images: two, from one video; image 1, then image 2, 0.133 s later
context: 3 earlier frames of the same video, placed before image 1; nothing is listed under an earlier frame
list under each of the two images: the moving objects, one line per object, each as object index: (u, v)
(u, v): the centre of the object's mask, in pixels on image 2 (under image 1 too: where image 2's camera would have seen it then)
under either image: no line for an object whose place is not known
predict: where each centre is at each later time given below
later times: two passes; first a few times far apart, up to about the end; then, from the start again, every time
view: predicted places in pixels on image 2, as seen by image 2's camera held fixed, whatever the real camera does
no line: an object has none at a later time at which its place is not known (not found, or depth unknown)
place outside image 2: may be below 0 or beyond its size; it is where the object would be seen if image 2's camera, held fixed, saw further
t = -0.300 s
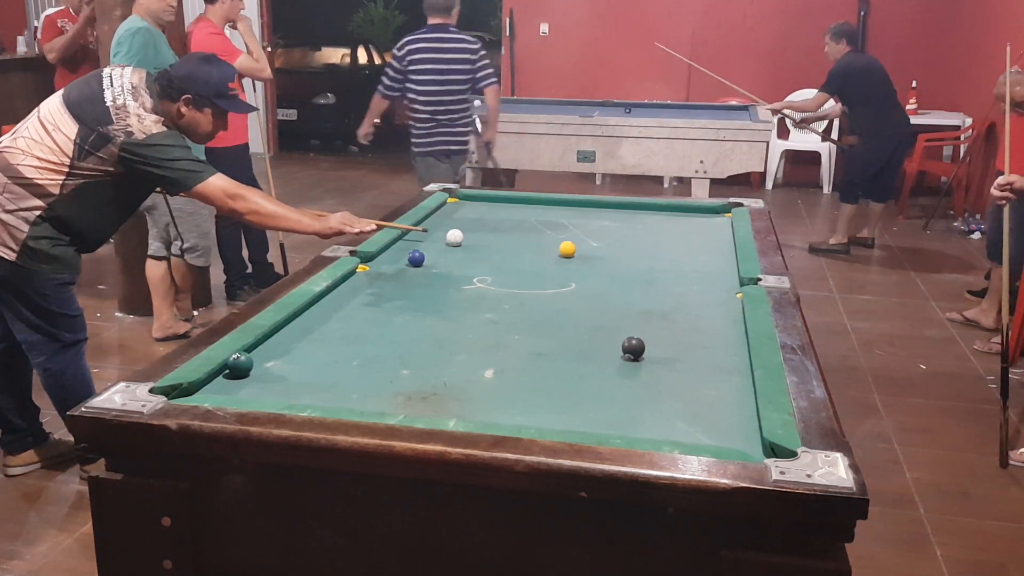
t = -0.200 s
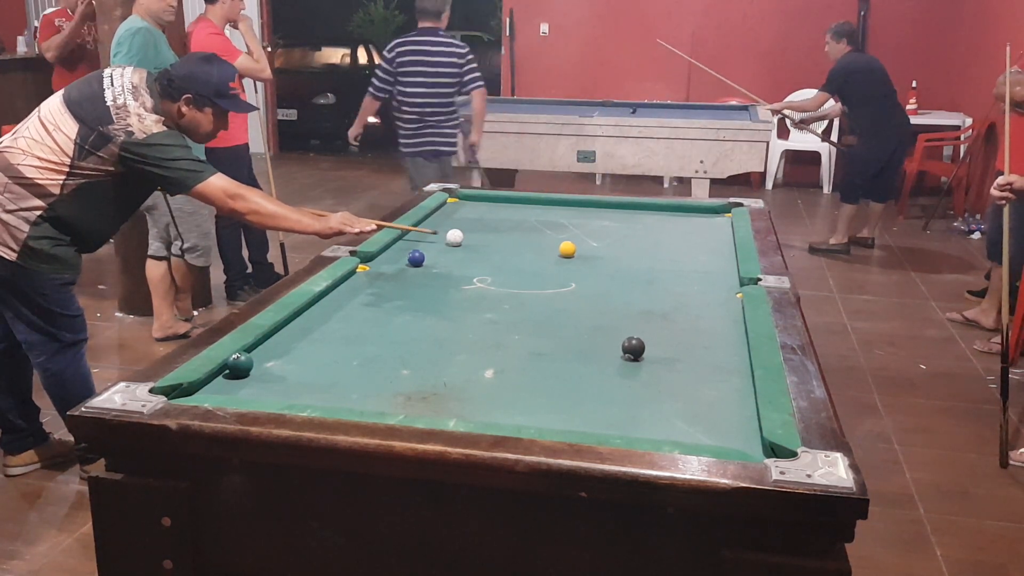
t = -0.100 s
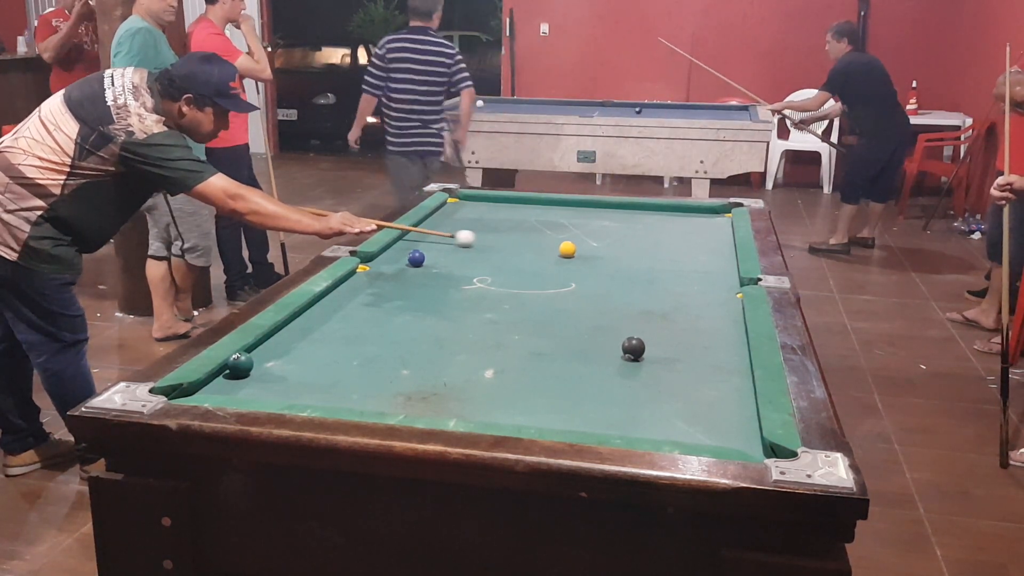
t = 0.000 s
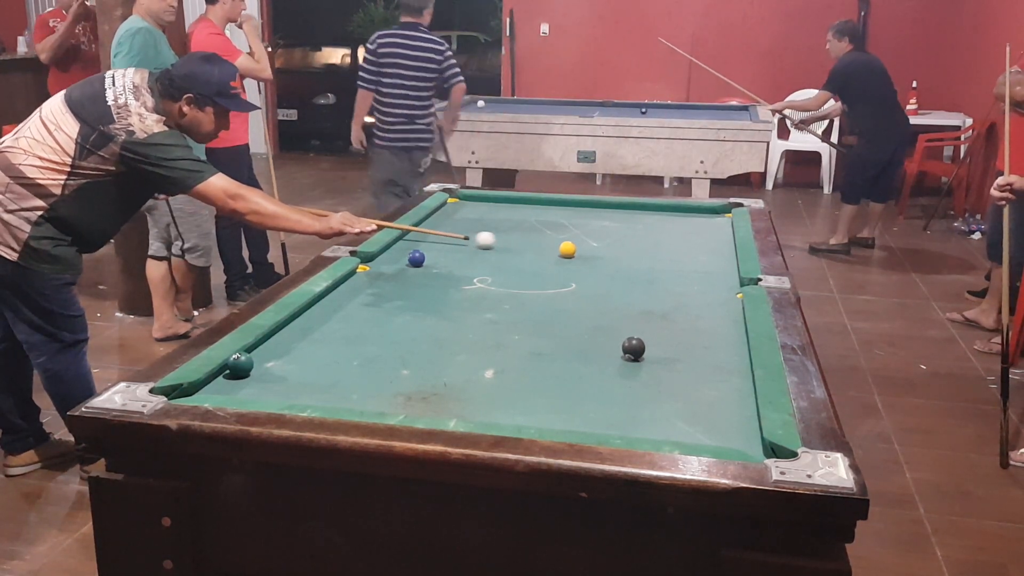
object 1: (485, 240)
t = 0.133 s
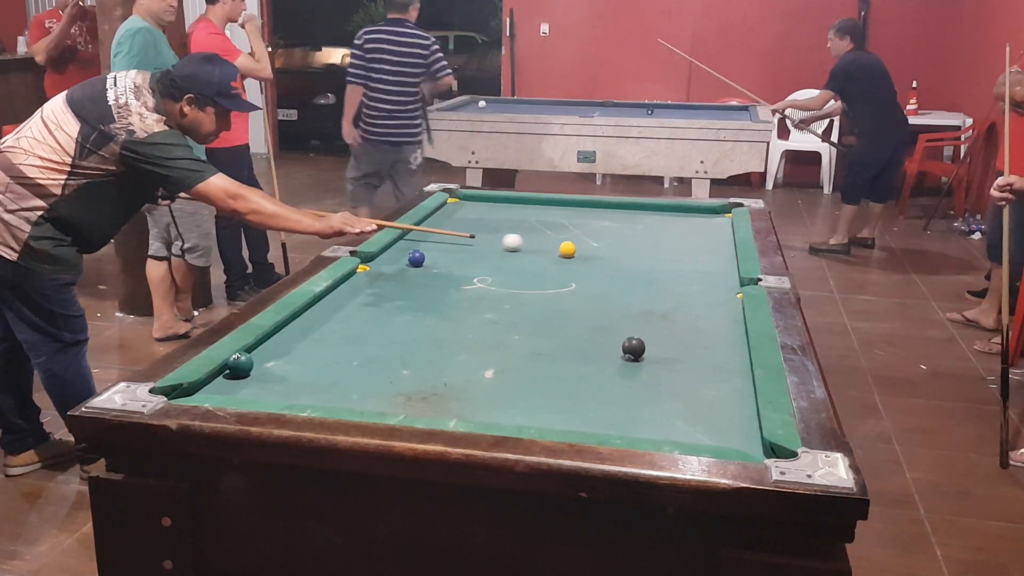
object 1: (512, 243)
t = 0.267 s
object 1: (539, 245)
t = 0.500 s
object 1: (570, 245)
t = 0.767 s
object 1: (595, 244)
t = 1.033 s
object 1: (620, 243)
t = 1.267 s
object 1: (640, 243)
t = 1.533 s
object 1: (660, 242)
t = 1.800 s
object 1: (680, 241)
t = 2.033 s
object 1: (695, 241)
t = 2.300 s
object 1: (711, 241)
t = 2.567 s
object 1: (726, 240)
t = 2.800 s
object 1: (718, 239)
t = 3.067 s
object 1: (710, 238)
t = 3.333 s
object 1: (704, 237)
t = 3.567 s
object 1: (699, 236)
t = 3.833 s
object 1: (695, 236)
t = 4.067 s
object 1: (693, 236)
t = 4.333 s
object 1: (691, 236)
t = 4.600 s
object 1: (690, 236)
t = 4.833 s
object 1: (690, 236)
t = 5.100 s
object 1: (690, 236)
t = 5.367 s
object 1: (690, 236)
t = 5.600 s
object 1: (690, 236)
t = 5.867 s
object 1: (690, 236)
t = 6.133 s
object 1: (690, 236)
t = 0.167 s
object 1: (519, 243)
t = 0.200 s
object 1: (526, 243)
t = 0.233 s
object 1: (532, 244)
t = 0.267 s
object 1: (539, 245)
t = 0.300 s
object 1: (546, 245)
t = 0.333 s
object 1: (552, 246)
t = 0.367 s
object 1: (556, 246)
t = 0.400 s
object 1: (559, 245)
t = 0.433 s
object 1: (563, 245)
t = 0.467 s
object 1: (566, 245)
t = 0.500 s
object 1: (570, 245)
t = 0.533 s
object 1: (573, 245)
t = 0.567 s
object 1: (577, 245)
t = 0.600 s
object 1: (580, 245)
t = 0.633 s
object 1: (583, 245)
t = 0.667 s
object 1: (586, 244)
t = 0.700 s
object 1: (589, 244)
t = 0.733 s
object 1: (592, 244)
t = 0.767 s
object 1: (595, 244)
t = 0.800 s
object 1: (599, 244)
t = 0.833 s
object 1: (602, 244)
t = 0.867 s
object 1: (605, 244)
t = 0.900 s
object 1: (608, 244)
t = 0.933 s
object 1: (611, 244)
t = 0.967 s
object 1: (614, 243)
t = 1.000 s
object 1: (617, 243)
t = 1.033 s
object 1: (620, 243)
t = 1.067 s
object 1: (623, 243)
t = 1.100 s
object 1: (626, 243)
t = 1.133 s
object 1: (629, 243)
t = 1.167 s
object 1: (631, 243)
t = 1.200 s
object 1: (634, 243)
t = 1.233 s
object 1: (637, 242)
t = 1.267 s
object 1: (640, 243)
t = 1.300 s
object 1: (643, 242)
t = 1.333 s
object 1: (645, 242)
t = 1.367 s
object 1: (648, 242)
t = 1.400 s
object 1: (650, 242)
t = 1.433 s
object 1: (653, 242)
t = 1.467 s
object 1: (655, 242)
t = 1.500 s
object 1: (658, 242)
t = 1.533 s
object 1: (660, 242)
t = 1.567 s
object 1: (663, 242)
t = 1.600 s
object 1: (665, 242)
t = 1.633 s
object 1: (668, 242)
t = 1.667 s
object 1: (670, 242)
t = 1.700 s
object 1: (673, 242)
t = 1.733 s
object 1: (675, 242)
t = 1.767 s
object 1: (678, 242)
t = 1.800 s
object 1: (680, 241)
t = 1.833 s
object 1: (682, 241)
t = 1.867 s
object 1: (684, 241)
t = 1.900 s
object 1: (687, 241)
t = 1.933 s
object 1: (689, 241)
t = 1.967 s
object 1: (691, 241)
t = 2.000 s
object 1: (693, 241)
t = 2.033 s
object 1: (695, 241)
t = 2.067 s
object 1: (697, 241)
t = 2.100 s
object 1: (699, 241)
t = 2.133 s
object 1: (701, 241)
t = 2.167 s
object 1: (703, 241)
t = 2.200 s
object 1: (705, 241)
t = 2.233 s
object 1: (707, 241)
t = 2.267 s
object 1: (709, 241)
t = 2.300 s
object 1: (711, 241)
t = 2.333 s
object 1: (713, 241)
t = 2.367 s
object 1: (715, 240)
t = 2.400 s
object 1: (717, 240)
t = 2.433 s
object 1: (719, 240)
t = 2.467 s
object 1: (720, 240)
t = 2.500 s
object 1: (722, 240)
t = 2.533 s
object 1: (724, 240)
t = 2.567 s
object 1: (726, 240)
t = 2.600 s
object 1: (725, 240)
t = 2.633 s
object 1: (724, 240)
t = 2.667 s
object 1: (723, 240)
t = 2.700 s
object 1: (722, 240)
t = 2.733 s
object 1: (720, 239)
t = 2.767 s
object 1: (719, 239)
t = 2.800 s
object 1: (718, 239)
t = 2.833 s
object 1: (717, 239)
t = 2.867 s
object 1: (716, 239)
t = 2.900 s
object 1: (715, 239)
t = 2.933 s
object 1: (714, 238)
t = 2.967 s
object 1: (713, 238)
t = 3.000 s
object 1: (712, 238)
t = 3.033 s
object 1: (711, 238)
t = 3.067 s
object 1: (710, 238)
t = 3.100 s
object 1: (709, 238)
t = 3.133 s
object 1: (708, 238)
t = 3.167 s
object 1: (707, 238)
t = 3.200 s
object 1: (706, 238)
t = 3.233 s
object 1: (706, 237)
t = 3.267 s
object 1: (705, 237)
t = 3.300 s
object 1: (704, 237)
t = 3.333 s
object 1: (704, 237)
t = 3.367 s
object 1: (703, 237)
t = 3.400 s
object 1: (702, 237)
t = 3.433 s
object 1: (701, 237)
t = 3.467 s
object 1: (701, 237)
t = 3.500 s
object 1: (700, 237)
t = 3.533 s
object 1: (700, 237)
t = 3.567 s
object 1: (699, 236)
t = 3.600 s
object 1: (698, 236)
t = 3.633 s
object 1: (698, 236)
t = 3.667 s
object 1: (697, 236)
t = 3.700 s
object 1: (697, 236)
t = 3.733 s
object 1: (696, 236)
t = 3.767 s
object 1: (696, 236)
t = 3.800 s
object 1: (695, 236)
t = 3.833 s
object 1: (695, 236)
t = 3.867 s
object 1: (695, 236)
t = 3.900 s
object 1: (694, 236)
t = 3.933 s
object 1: (694, 236)
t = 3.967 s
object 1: (694, 236)
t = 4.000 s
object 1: (693, 236)
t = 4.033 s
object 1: (693, 236)
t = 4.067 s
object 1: (693, 236)
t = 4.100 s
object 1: (692, 236)
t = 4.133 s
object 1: (692, 236)
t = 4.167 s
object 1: (692, 236)
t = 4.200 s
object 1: (692, 236)
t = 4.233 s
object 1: (692, 236)
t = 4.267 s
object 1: (691, 236)
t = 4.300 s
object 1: (691, 236)
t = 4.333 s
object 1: (691, 236)
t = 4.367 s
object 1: (691, 236)
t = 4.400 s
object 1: (691, 236)
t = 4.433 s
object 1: (691, 236)
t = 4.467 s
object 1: (691, 236)
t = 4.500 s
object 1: (690, 236)
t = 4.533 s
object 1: (690, 236)
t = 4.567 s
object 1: (690, 236)
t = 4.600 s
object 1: (690, 236)
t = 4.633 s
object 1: (690, 236)
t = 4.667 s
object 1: (690, 236)
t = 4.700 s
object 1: (690, 236)
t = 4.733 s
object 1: (690, 236)
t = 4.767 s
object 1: (690, 236)
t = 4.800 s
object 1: (690, 236)
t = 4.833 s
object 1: (690, 236)
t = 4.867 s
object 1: (690, 236)
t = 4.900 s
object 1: (690, 236)
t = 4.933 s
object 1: (690, 236)
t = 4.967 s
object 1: (690, 236)
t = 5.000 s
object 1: (690, 236)
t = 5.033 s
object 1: (690, 236)
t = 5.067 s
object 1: (690, 236)
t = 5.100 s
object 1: (690, 236)
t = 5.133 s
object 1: (690, 236)
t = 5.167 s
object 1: (690, 236)
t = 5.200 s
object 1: (690, 236)
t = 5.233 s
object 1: (690, 236)
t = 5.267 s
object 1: (690, 236)
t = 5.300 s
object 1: (690, 236)
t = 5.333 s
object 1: (690, 236)
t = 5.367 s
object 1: (690, 236)
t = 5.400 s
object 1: (690, 236)
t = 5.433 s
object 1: (690, 236)
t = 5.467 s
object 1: (690, 236)
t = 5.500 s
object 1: (690, 236)
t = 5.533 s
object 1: (690, 236)
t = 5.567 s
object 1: (690, 236)
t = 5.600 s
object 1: (690, 236)
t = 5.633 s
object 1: (690, 236)
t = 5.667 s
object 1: (690, 236)
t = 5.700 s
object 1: (690, 236)
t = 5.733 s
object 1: (690, 236)
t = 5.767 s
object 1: (690, 236)
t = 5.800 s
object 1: (690, 236)
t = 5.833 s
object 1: (690, 236)
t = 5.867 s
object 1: (690, 236)
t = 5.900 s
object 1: (690, 236)
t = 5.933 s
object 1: (690, 236)
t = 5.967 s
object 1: (690, 236)
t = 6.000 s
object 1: (690, 236)
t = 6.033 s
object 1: (690, 236)
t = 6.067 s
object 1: (690, 236)
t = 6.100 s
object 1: (690, 236)
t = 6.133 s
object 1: (690, 236)
